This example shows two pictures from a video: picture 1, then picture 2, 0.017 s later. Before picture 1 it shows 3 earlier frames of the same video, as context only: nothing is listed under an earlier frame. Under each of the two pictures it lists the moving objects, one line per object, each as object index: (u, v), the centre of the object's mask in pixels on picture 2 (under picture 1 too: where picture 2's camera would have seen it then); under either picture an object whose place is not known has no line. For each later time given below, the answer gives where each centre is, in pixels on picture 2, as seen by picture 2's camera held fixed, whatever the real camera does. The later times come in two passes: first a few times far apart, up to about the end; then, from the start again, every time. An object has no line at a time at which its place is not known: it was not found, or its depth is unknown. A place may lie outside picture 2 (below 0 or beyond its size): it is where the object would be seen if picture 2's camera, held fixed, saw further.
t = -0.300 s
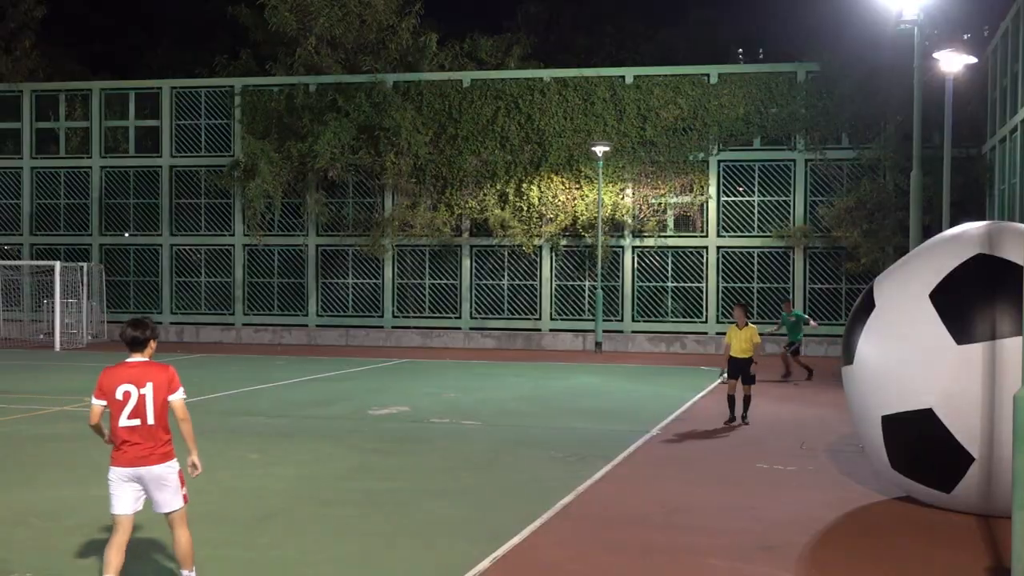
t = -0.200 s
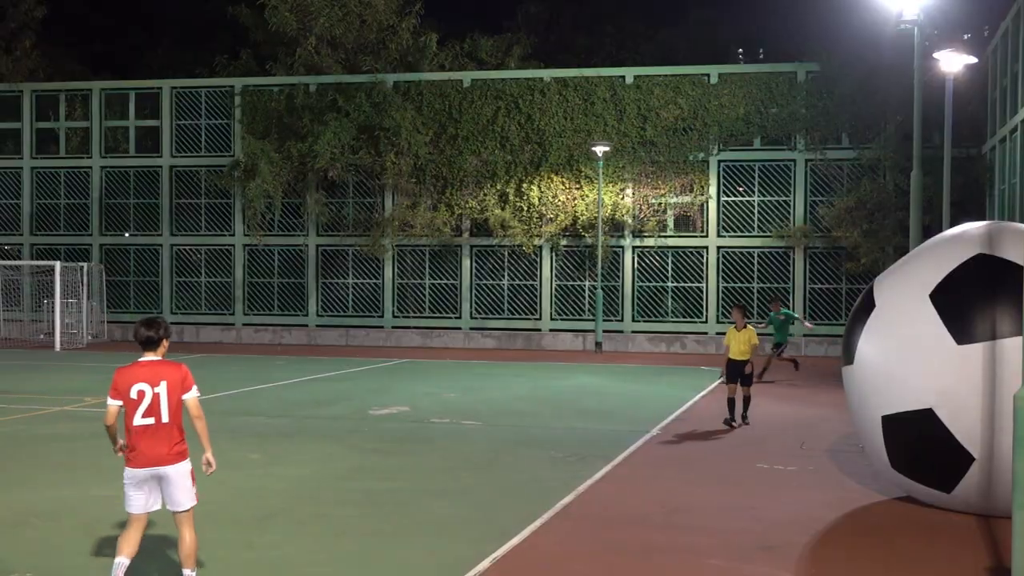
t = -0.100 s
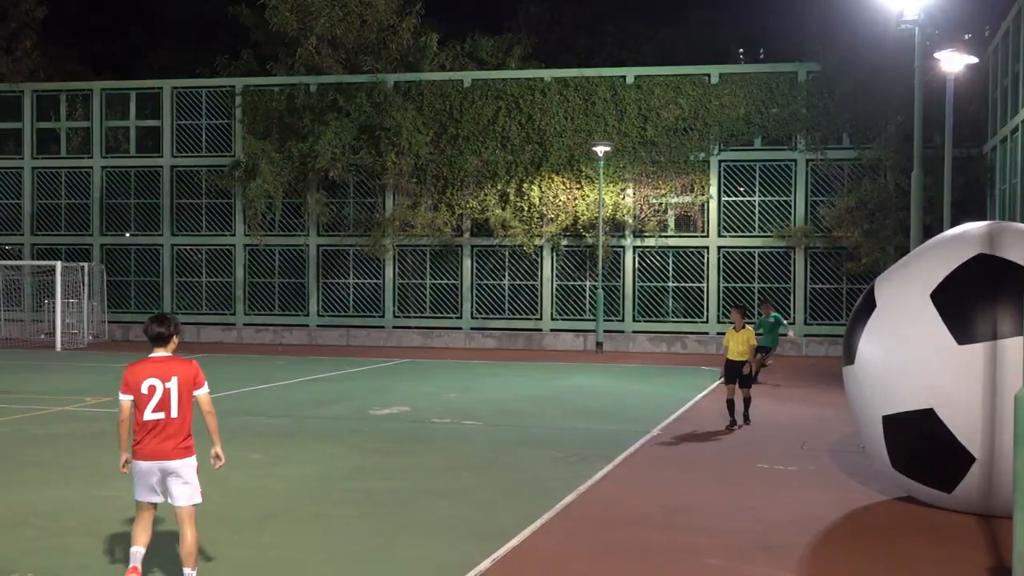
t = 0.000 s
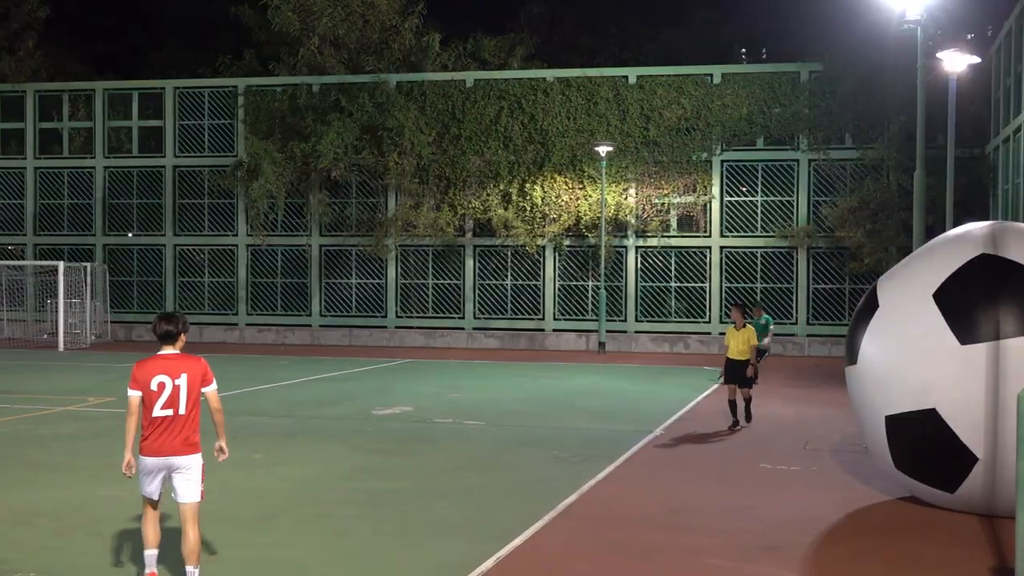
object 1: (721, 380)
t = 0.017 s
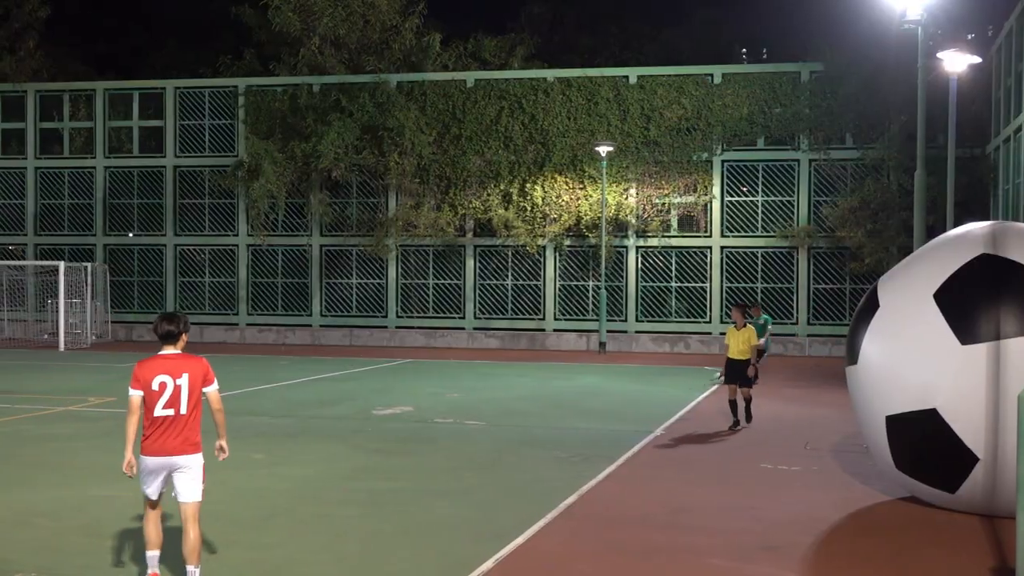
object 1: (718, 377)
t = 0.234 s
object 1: (633, 395)
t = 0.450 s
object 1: (538, 415)
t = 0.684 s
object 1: (430, 439)
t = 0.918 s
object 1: (309, 465)
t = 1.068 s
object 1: (214, 484)
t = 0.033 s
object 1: (713, 377)
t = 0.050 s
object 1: (707, 379)
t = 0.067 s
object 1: (701, 381)
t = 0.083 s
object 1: (694, 381)
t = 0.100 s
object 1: (688, 382)
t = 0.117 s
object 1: (681, 385)
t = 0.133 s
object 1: (674, 386)
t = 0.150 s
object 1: (667, 388)
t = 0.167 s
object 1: (660, 390)
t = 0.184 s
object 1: (653, 391)
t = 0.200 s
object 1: (646, 393)
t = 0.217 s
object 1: (639, 394)
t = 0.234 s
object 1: (633, 395)
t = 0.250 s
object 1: (626, 396)
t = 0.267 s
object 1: (619, 398)
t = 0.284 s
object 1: (612, 399)
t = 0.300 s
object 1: (604, 400)
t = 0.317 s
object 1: (597, 402)
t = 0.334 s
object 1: (590, 404)
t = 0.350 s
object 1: (583, 405)
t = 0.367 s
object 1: (576, 406)
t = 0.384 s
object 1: (568, 408)
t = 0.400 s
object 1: (560, 409)
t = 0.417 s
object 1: (552, 412)
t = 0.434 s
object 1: (546, 413)
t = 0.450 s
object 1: (538, 415)
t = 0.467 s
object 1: (530, 418)
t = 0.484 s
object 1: (522, 420)
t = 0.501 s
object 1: (515, 421)
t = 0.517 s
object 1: (507, 423)
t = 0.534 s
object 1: (500, 425)
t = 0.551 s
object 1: (493, 426)
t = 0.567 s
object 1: (484, 428)
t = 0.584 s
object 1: (478, 428)
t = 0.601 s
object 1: (470, 429)
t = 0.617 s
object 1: (462, 431)
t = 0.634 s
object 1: (454, 433)
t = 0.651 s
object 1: (446, 436)
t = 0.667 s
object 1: (439, 437)
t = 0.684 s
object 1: (430, 439)
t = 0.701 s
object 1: (422, 441)
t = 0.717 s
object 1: (414, 443)
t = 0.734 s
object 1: (406, 444)
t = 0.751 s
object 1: (398, 446)
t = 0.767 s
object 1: (389, 448)
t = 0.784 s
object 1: (381, 449)
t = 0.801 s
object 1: (372, 450)
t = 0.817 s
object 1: (364, 451)
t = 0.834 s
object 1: (355, 453)
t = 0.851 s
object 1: (347, 456)
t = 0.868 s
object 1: (338, 457)
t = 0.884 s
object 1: (329, 460)
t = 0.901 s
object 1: (319, 463)
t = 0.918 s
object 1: (309, 465)
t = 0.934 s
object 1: (300, 466)
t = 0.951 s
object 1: (290, 468)
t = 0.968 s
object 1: (279, 470)
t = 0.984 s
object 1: (269, 472)
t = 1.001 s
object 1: (258, 475)
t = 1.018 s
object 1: (247, 478)
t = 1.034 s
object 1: (236, 481)
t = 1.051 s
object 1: (225, 483)
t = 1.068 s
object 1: (214, 484)
